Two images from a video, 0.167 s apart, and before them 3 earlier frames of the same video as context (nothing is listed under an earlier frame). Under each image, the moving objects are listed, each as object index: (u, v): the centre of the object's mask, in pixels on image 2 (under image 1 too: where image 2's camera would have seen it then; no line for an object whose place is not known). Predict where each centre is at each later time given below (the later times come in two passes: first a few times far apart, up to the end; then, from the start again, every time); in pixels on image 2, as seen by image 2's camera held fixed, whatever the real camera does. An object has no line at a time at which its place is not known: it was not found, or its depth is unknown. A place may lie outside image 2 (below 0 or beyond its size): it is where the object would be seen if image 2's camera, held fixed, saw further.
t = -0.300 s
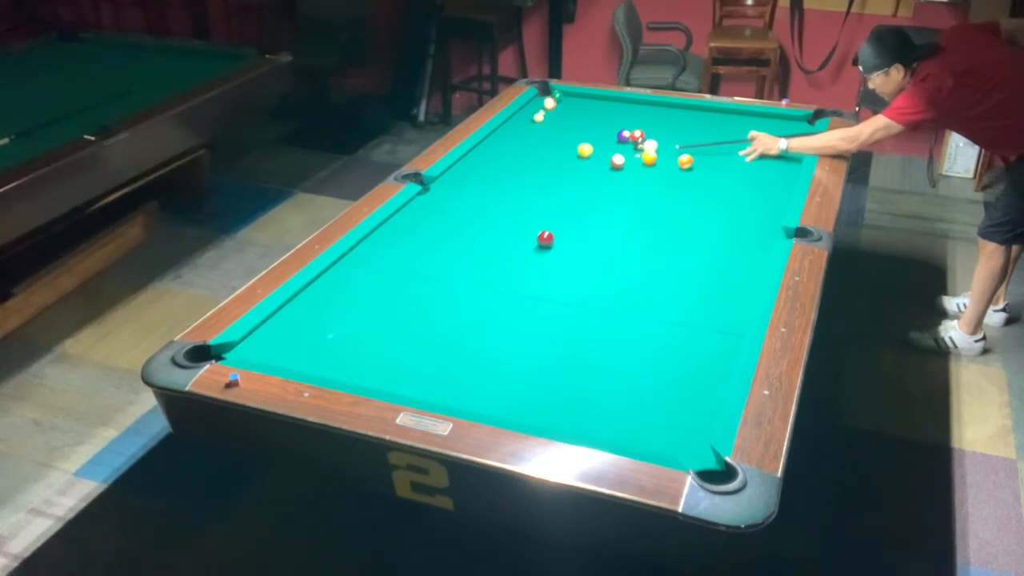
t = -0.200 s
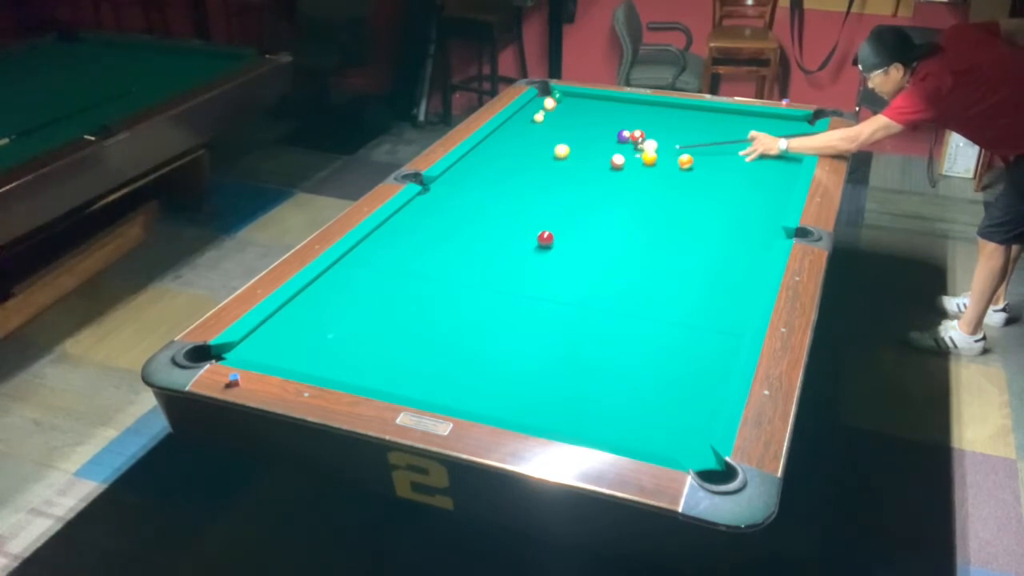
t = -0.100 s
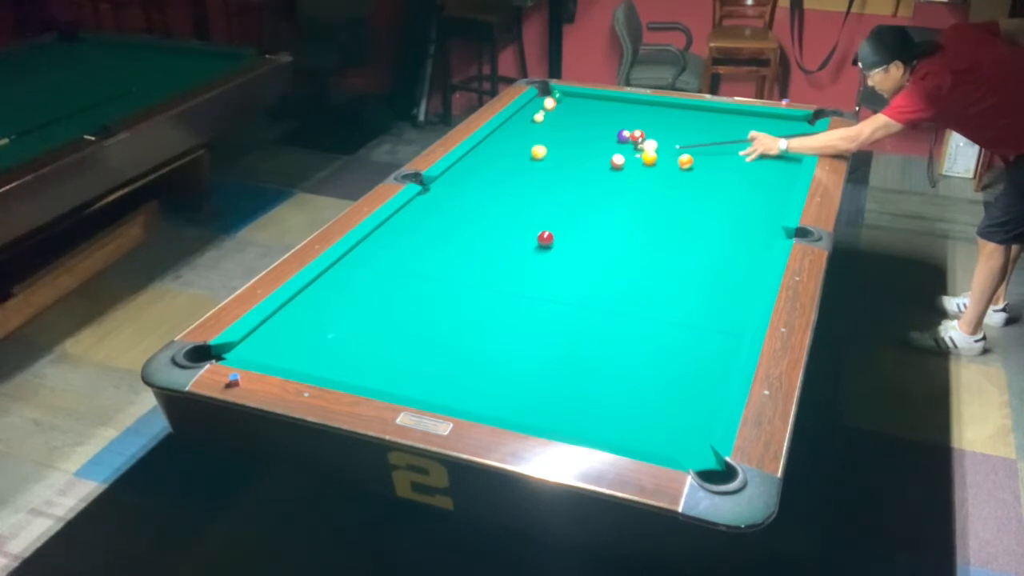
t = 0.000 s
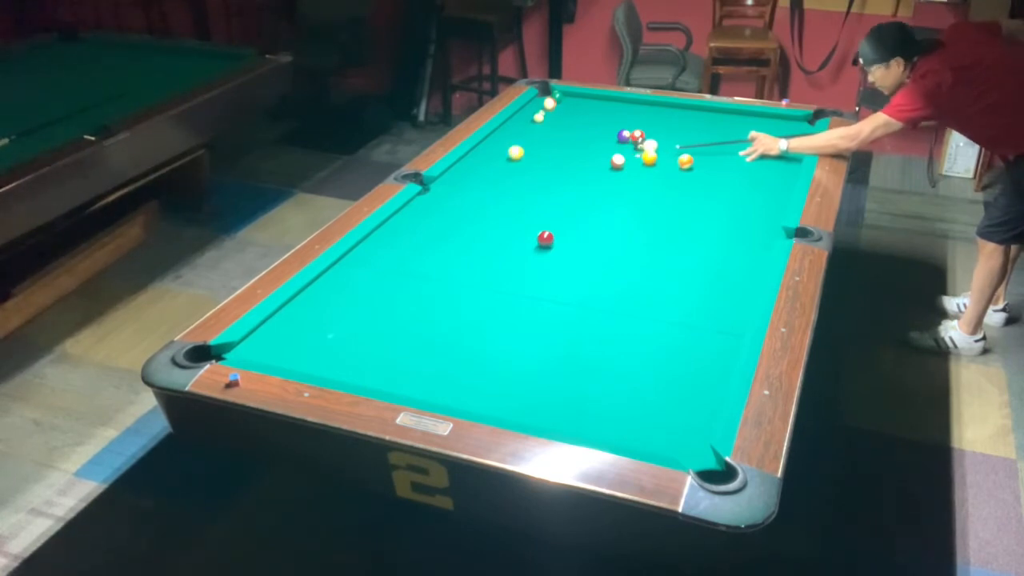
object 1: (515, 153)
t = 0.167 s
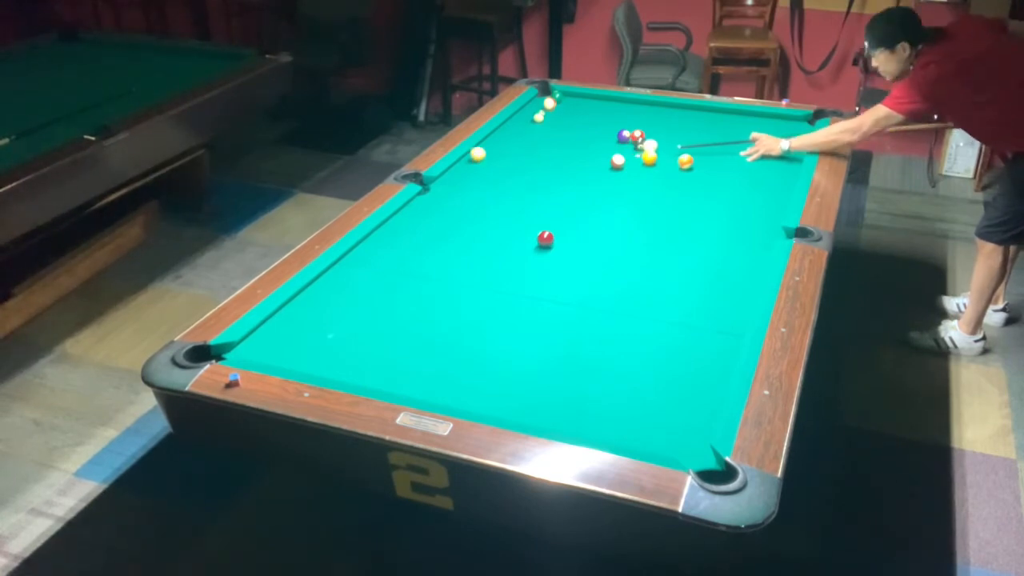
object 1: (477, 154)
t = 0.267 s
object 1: (477, 157)
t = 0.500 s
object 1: (499, 166)
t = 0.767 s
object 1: (524, 176)
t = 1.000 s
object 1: (547, 185)
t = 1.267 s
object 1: (572, 195)
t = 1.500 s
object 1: (594, 203)
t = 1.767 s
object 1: (620, 214)
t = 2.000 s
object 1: (642, 222)
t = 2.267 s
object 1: (667, 232)
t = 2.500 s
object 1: (689, 240)
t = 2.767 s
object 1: (713, 249)
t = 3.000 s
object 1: (735, 258)
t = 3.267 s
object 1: (758, 266)
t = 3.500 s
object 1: (743, 266)
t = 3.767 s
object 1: (728, 266)
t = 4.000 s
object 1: (716, 267)
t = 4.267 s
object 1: (705, 267)
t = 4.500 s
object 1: (697, 267)
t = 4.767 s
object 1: (689, 267)
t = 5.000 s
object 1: (684, 268)
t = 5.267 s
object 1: (680, 268)
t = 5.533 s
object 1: (677, 268)
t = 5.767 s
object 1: (677, 268)
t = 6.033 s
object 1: (677, 268)
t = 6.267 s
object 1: (677, 268)
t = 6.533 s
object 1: (677, 268)
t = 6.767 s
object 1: (677, 268)
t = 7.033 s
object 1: (677, 268)
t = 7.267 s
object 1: (677, 268)
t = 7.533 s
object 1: (677, 268)
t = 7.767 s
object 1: (677, 268)
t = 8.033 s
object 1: (677, 268)
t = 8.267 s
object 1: (677, 268)
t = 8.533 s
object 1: (677, 268)
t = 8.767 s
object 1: (677, 268)
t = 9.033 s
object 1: (677, 268)
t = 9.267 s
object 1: (677, 268)
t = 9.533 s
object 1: (677, 268)
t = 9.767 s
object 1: (677, 268)
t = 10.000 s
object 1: (677, 268)
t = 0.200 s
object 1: (471, 155)
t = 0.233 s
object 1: (474, 156)
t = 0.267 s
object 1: (477, 157)
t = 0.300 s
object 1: (481, 158)
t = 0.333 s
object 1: (483, 160)
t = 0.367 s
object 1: (487, 161)
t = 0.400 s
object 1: (490, 162)
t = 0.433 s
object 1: (493, 163)
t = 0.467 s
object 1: (496, 165)
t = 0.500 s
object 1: (499, 166)
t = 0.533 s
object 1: (502, 167)
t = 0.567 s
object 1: (505, 168)
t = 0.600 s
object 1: (508, 169)
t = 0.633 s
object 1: (512, 171)
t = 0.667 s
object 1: (515, 172)
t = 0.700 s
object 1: (518, 173)
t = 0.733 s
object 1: (521, 174)
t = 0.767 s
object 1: (524, 176)
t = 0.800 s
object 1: (527, 177)
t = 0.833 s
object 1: (530, 178)
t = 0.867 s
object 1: (534, 180)
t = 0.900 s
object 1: (537, 181)
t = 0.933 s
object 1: (540, 182)
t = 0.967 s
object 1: (543, 183)
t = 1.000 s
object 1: (547, 185)
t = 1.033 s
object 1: (550, 186)
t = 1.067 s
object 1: (553, 187)
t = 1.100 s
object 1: (556, 188)
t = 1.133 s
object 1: (559, 190)
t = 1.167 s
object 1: (562, 191)
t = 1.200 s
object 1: (566, 192)
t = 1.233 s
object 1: (569, 193)
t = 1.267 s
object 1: (572, 195)
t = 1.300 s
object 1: (575, 196)
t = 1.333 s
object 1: (578, 197)
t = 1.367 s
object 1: (581, 199)
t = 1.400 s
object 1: (585, 200)
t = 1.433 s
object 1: (588, 201)
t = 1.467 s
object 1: (591, 202)
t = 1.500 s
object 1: (594, 203)
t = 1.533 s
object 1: (597, 205)
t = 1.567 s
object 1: (600, 206)
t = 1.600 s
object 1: (604, 207)
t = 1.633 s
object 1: (607, 209)
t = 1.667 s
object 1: (610, 210)
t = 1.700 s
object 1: (613, 211)
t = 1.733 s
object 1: (617, 213)
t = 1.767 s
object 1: (620, 214)
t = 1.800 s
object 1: (623, 215)
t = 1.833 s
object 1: (626, 216)
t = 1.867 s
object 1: (629, 217)
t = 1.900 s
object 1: (632, 219)
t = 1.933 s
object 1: (635, 220)
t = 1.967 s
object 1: (639, 221)
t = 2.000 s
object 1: (642, 222)
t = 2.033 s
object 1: (645, 224)
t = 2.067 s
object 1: (648, 225)
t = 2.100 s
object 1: (652, 226)
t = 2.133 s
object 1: (655, 228)
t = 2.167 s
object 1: (658, 229)
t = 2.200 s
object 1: (661, 230)
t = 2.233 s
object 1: (664, 231)
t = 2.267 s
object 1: (667, 232)
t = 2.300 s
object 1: (670, 233)
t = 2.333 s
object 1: (673, 234)
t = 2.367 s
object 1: (676, 236)
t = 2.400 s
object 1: (680, 237)
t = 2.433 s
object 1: (682, 238)
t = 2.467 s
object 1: (686, 239)
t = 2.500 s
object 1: (689, 240)
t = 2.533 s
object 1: (692, 241)
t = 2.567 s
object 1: (695, 243)
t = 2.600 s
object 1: (698, 244)
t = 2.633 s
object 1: (702, 245)
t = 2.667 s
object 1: (704, 246)
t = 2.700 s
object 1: (708, 247)
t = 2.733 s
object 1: (711, 248)
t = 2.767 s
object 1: (713, 249)
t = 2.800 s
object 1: (716, 251)
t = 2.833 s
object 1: (719, 252)
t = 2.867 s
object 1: (722, 253)
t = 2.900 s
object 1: (725, 254)
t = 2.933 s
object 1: (729, 255)
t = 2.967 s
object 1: (731, 256)
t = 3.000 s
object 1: (735, 258)
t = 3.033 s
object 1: (738, 259)
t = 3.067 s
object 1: (740, 260)
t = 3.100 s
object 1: (743, 261)
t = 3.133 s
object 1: (746, 262)
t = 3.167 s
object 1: (749, 263)
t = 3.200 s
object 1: (752, 264)
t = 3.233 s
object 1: (755, 265)
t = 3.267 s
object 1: (758, 266)
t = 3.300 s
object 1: (756, 266)
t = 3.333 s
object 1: (754, 266)
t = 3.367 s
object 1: (752, 266)
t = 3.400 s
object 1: (750, 266)
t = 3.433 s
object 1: (748, 266)
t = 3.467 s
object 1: (745, 266)
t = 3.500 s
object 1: (743, 266)
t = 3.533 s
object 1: (741, 266)
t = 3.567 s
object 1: (739, 266)
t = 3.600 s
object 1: (737, 266)
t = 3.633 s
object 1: (735, 266)
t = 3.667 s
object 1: (734, 266)
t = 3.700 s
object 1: (732, 266)
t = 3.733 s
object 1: (730, 266)
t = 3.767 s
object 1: (728, 266)
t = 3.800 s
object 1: (726, 266)
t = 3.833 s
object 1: (725, 266)
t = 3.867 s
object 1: (723, 266)
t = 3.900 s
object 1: (721, 266)
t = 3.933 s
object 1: (720, 267)
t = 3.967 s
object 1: (718, 267)
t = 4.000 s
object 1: (716, 267)
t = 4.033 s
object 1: (715, 267)
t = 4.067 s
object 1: (713, 267)
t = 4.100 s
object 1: (712, 267)
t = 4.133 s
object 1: (710, 267)
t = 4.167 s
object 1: (709, 267)
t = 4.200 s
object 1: (708, 267)
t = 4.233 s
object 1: (706, 267)
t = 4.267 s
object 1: (705, 267)
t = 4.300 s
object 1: (704, 267)
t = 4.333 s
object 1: (703, 267)
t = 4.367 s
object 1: (702, 267)
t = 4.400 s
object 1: (700, 267)
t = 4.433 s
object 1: (699, 267)
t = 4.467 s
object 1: (698, 267)
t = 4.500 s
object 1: (697, 267)
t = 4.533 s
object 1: (696, 267)
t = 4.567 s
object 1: (695, 267)
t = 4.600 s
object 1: (694, 267)
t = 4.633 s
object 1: (693, 268)
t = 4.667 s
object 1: (692, 268)
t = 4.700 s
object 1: (691, 267)
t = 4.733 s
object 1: (690, 267)
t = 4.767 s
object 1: (689, 267)
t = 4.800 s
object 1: (688, 267)
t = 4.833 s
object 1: (688, 268)
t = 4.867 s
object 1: (687, 267)
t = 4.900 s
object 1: (686, 267)
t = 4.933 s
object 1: (685, 268)
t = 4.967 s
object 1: (685, 268)
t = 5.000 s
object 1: (684, 268)
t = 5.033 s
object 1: (683, 268)
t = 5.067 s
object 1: (683, 268)
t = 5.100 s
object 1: (682, 268)
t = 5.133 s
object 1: (682, 268)
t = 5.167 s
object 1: (681, 268)
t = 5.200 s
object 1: (681, 268)
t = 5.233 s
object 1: (680, 268)
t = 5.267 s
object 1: (680, 268)
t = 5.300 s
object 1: (680, 268)
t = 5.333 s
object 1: (679, 268)
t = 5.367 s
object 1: (679, 268)
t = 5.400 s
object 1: (679, 268)
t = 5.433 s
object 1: (678, 268)
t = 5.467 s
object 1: (678, 268)
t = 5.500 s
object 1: (678, 268)
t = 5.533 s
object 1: (677, 268)
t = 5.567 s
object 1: (677, 268)
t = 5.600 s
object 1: (677, 268)
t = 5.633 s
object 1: (677, 268)
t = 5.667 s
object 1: (677, 268)
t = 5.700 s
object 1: (677, 268)
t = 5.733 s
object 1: (677, 268)
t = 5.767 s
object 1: (677, 268)
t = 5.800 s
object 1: (677, 268)
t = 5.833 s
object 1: (677, 268)
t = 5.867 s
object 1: (677, 268)
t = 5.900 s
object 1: (677, 268)
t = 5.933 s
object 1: (677, 268)
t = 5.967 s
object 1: (677, 268)
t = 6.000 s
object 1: (677, 268)
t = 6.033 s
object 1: (677, 268)
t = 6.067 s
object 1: (677, 268)
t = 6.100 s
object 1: (677, 268)
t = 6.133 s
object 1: (677, 268)
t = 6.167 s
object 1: (677, 268)
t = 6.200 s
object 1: (677, 268)
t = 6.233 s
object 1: (677, 268)
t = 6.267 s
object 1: (677, 268)
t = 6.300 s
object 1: (677, 268)
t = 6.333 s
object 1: (677, 268)
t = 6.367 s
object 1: (677, 268)
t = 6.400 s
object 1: (677, 268)
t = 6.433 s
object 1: (677, 268)
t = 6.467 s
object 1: (677, 268)
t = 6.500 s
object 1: (677, 268)
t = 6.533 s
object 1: (677, 268)
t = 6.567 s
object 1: (677, 268)
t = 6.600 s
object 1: (677, 268)
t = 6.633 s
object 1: (677, 268)
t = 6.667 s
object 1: (677, 268)
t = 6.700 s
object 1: (677, 268)
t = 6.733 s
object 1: (677, 268)
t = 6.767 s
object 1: (677, 268)
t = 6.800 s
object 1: (677, 268)
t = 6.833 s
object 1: (677, 268)
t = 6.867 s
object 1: (677, 268)
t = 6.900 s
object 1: (677, 268)
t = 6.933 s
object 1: (677, 268)
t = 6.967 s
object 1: (677, 268)
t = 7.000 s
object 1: (677, 268)
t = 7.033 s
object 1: (677, 268)
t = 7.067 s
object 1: (677, 268)
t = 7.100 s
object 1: (677, 268)
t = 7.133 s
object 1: (677, 268)
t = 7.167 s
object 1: (677, 268)
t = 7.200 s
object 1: (677, 268)
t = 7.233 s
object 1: (677, 268)
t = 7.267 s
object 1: (677, 268)
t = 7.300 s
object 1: (677, 268)
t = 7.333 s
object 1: (677, 268)
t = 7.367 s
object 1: (677, 268)
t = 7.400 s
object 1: (677, 268)
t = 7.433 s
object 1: (677, 268)
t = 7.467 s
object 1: (677, 268)
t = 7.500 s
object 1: (677, 268)
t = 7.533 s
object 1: (677, 268)
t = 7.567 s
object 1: (677, 268)
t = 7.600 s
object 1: (677, 268)
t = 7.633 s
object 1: (677, 268)
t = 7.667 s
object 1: (677, 268)
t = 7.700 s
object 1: (677, 268)
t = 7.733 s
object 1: (677, 268)
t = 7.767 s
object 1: (677, 268)
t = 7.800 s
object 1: (677, 268)
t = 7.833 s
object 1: (677, 268)
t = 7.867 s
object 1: (677, 268)
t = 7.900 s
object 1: (677, 268)
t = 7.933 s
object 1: (677, 268)
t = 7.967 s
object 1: (677, 268)
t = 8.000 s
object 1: (677, 268)
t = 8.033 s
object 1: (677, 268)
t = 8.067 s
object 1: (677, 268)
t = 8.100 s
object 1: (677, 268)
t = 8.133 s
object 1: (677, 268)
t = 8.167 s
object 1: (677, 268)
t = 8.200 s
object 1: (677, 268)
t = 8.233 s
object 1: (677, 268)
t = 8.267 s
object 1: (677, 268)
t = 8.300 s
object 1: (677, 268)
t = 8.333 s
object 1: (677, 268)
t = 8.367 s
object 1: (677, 268)
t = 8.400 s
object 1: (677, 268)
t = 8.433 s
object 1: (677, 268)
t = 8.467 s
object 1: (677, 268)
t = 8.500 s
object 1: (677, 268)
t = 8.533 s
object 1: (677, 268)
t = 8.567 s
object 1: (677, 268)
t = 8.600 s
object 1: (677, 268)
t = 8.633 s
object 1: (677, 268)
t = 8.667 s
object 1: (677, 268)
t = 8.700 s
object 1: (677, 268)
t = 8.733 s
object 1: (677, 268)
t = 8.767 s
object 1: (677, 268)
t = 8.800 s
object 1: (677, 268)
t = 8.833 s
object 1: (677, 268)
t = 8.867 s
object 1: (677, 268)
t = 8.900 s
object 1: (677, 268)
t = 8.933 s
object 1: (677, 268)
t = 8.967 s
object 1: (677, 268)
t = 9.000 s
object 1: (677, 268)
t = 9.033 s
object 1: (677, 268)
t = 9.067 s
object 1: (677, 268)
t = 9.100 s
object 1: (677, 268)
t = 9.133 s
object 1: (677, 268)
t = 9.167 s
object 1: (677, 268)
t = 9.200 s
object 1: (677, 268)
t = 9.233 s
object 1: (677, 268)
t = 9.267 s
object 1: (677, 268)
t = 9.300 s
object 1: (677, 268)
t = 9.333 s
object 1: (677, 268)
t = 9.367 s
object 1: (677, 268)
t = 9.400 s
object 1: (677, 268)
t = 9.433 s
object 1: (677, 268)
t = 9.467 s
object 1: (677, 268)
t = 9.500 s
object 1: (677, 268)
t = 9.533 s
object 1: (677, 268)
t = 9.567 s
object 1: (677, 268)
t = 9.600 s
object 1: (677, 268)
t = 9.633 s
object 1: (677, 268)
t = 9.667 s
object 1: (677, 268)
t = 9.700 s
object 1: (677, 268)
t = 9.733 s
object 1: (677, 268)
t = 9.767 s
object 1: (677, 268)
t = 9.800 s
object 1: (677, 268)
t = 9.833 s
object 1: (677, 268)
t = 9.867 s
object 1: (677, 268)
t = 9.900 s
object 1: (677, 268)
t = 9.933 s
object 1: (677, 268)
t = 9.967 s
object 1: (677, 268)
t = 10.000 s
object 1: (677, 268)
